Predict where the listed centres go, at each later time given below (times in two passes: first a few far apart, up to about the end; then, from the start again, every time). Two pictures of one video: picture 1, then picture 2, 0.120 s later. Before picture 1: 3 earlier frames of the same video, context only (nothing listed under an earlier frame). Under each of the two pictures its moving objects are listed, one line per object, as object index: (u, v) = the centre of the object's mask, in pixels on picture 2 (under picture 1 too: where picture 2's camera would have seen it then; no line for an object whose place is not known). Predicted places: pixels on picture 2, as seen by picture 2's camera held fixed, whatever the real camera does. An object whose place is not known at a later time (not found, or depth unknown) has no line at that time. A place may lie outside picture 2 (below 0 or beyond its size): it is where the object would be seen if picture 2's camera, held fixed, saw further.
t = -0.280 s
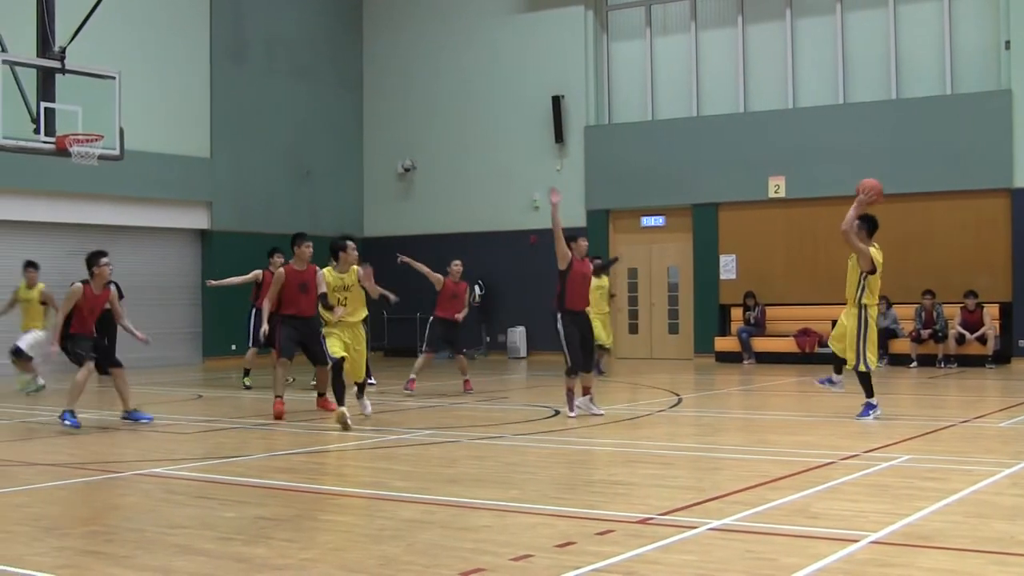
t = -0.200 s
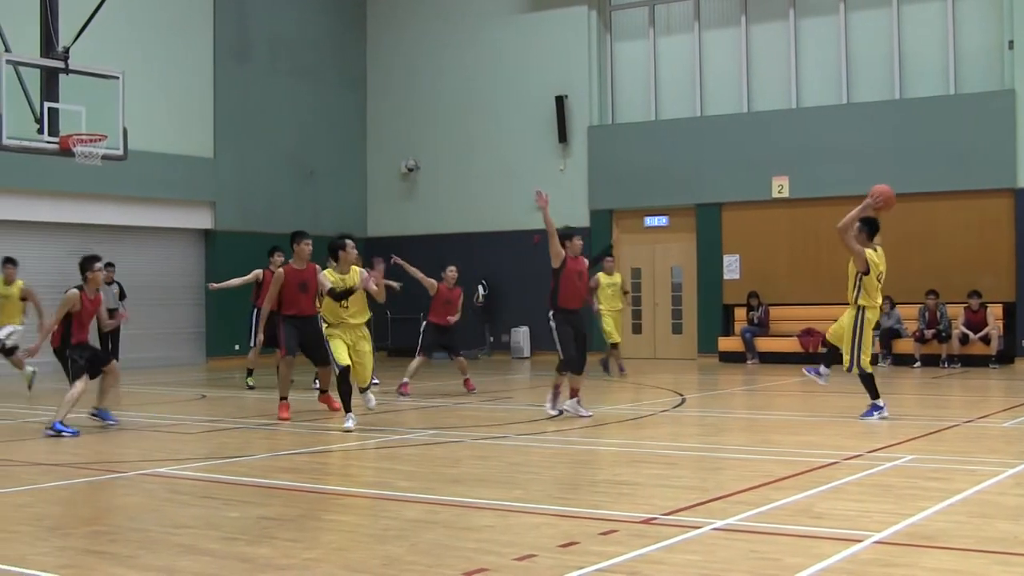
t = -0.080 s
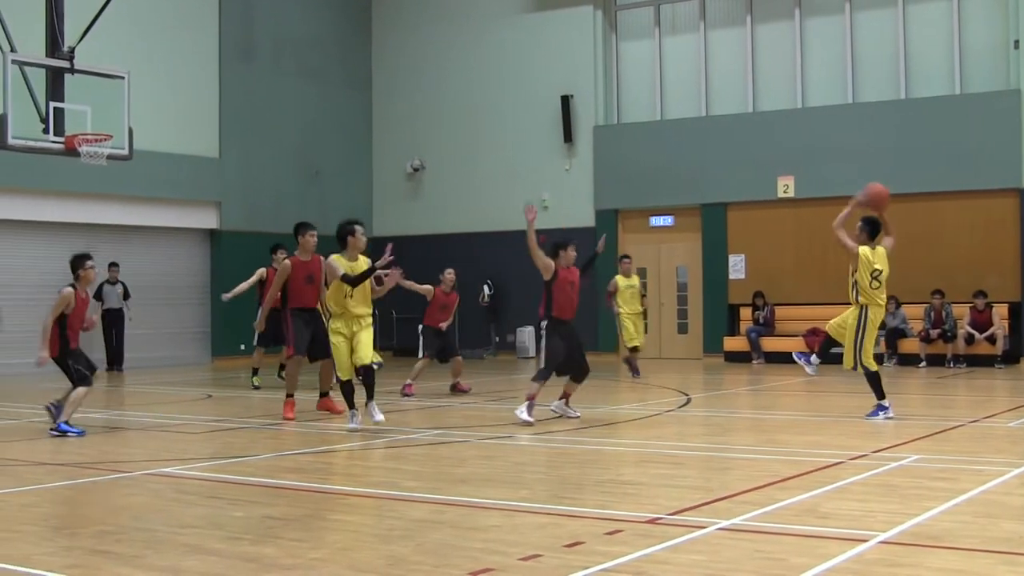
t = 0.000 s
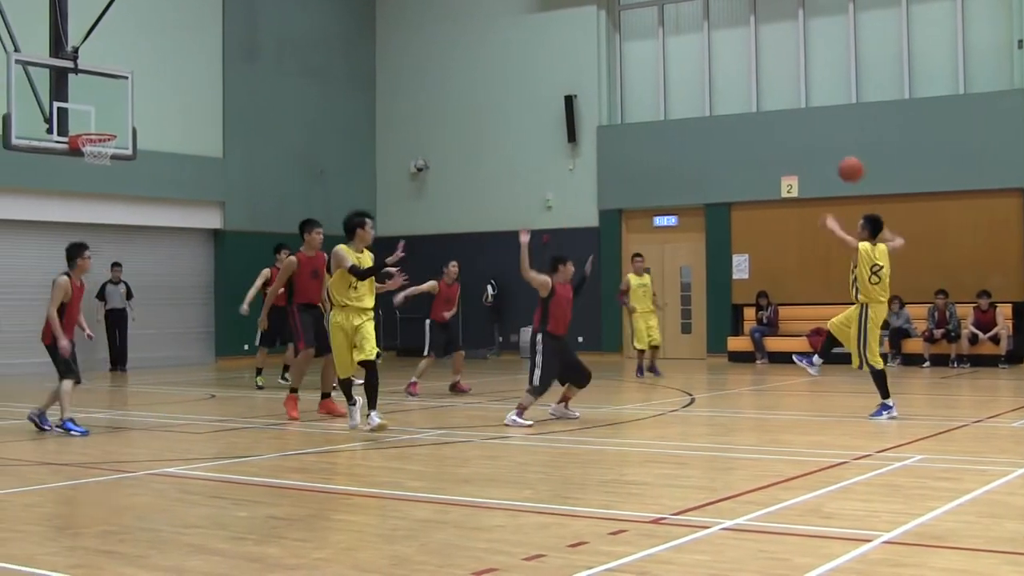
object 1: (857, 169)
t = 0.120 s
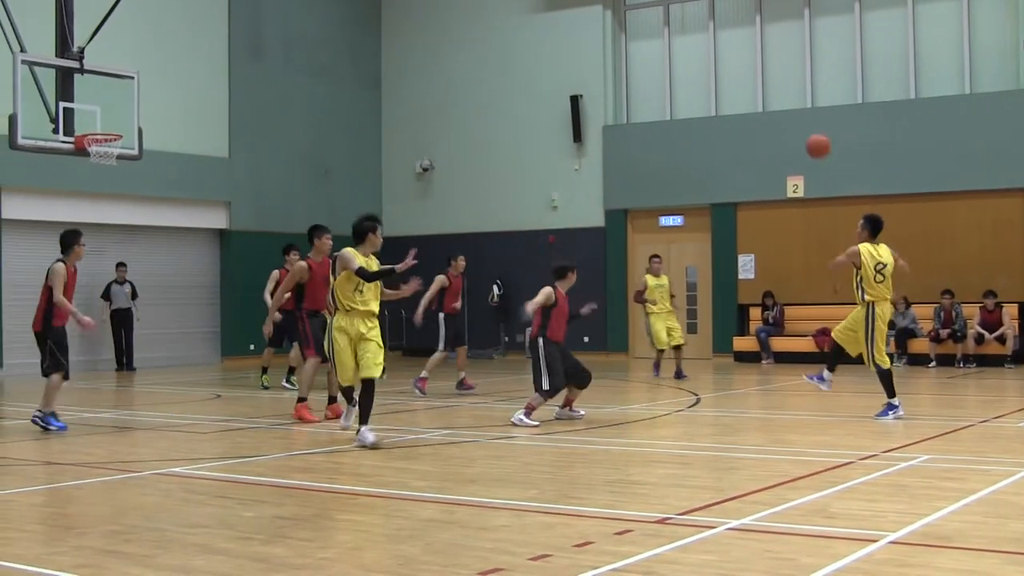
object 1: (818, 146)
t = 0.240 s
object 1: (785, 140)
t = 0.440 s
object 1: (741, 159)
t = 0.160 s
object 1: (806, 142)
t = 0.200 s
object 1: (795, 140)
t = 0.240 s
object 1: (785, 140)
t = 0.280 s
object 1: (775, 141)
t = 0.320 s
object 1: (765, 143)
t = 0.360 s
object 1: (757, 147)
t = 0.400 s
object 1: (749, 153)
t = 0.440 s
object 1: (741, 159)
